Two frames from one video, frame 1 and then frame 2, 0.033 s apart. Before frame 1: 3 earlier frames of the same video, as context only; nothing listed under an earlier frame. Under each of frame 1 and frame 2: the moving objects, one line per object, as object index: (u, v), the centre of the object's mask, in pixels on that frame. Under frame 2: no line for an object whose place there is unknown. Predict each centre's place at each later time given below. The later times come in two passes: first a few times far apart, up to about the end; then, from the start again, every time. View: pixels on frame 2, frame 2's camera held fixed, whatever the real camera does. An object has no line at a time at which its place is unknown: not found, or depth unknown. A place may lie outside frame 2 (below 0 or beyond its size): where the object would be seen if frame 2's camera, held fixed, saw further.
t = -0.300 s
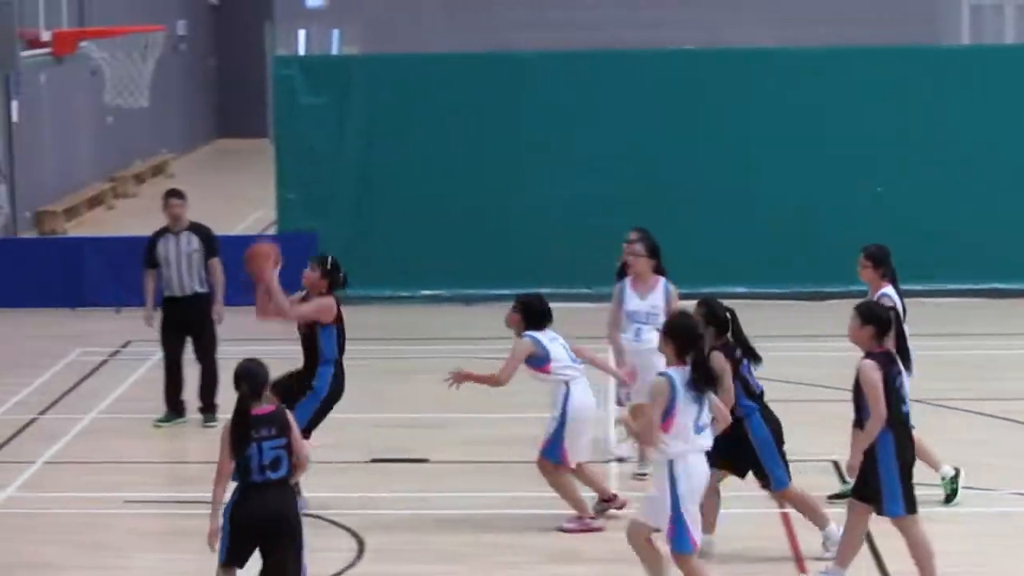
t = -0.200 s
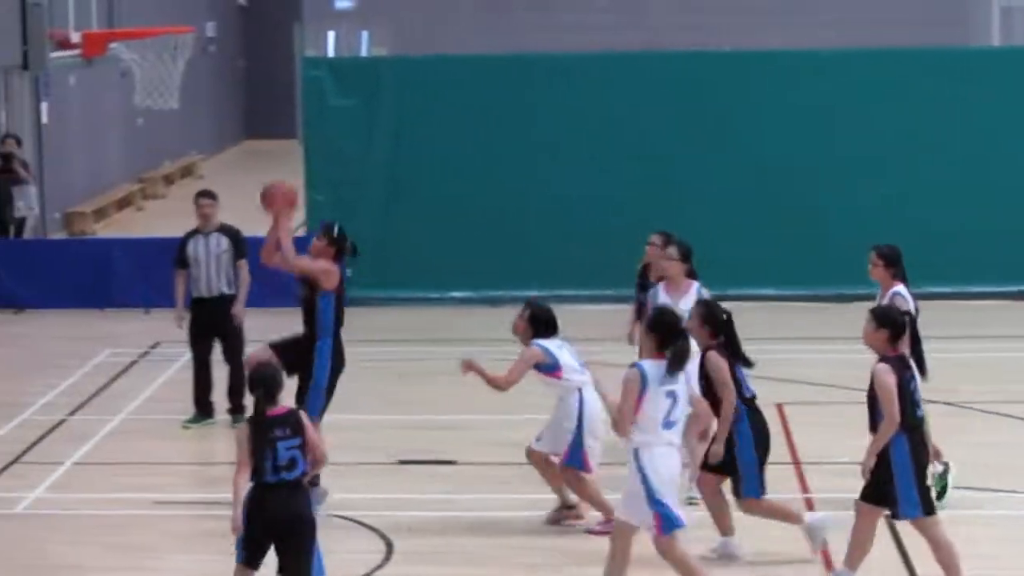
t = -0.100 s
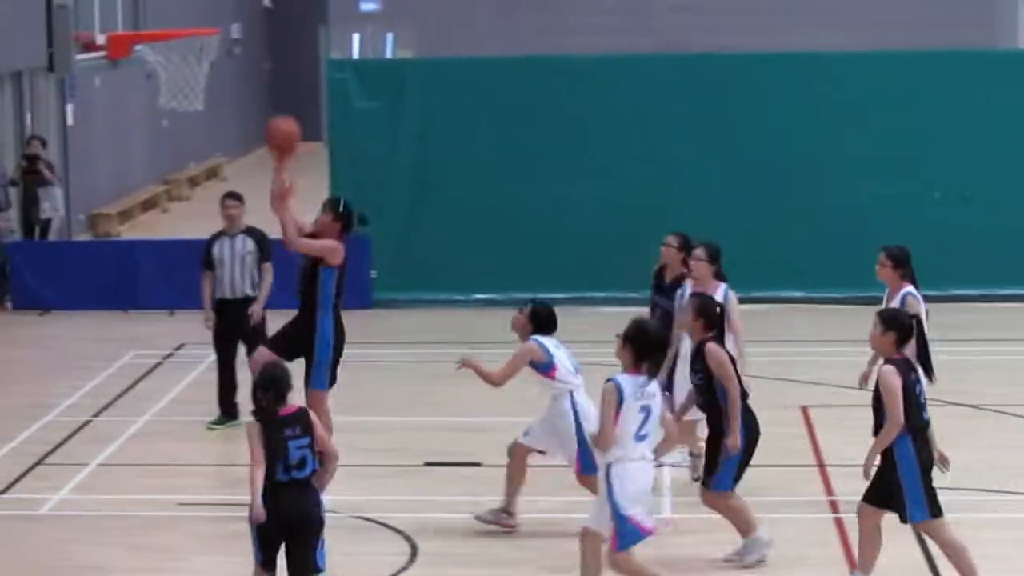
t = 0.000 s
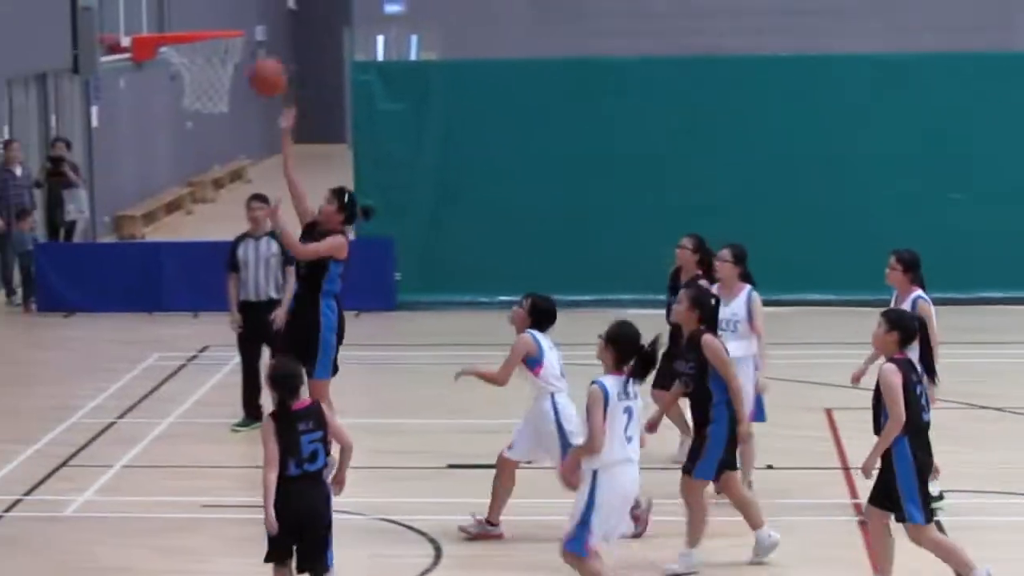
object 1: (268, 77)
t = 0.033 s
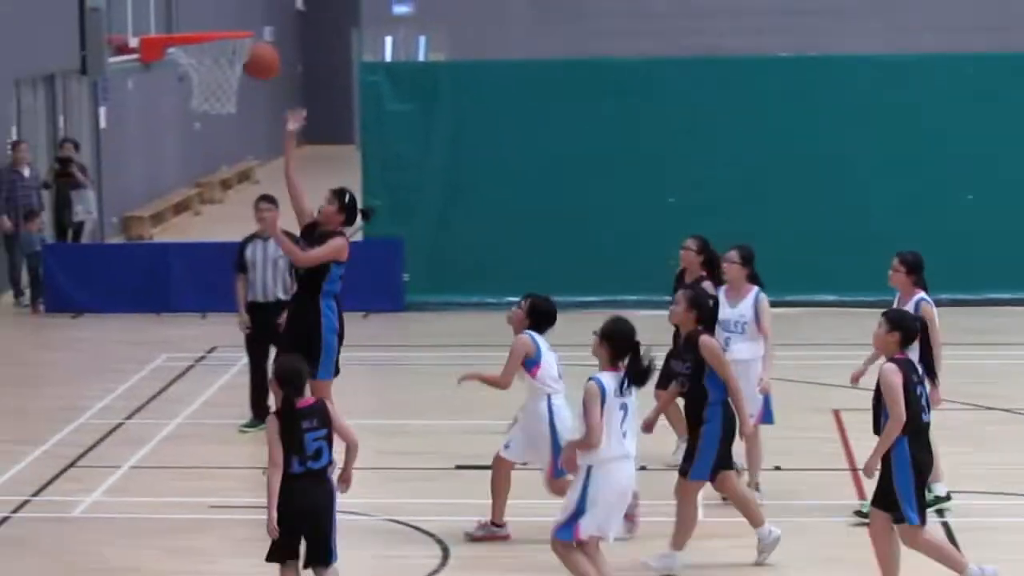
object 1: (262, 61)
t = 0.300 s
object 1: (179, 1)
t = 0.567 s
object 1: (214, 19)
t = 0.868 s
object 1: (211, 107)
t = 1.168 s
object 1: (263, 305)
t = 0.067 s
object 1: (255, 46)
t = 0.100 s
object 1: (230, 23)
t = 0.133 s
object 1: (216, 16)
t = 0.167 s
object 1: (202, 12)
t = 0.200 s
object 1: (187, 7)
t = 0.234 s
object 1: (172, 4)
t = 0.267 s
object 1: (172, 2)
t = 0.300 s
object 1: (179, 1)
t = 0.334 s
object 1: (188, 1)
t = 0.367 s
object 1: (198, 2)
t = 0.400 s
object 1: (206, 3)
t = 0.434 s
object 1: (215, 7)
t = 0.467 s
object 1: (225, 13)
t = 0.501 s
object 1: (231, 18)
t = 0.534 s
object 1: (223, 18)
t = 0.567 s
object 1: (214, 19)
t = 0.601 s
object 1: (204, 22)
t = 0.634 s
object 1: (195, 33)
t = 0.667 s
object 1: (190, 42)
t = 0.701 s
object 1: (191, 55)
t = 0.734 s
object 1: (194, 60)
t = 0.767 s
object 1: (199, 69)
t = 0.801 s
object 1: (202, 79)
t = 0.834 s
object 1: (204, 93)
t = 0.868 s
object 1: (211, 107)
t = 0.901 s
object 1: (216, 120)
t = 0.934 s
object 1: (221, 133)
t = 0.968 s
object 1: (225, 152)
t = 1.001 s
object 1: (231, 173)
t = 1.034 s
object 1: (237, 195)
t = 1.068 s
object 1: (246, 220)
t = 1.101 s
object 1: (251, 247)
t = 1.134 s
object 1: (256, 274)
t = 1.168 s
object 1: (263, 305)
